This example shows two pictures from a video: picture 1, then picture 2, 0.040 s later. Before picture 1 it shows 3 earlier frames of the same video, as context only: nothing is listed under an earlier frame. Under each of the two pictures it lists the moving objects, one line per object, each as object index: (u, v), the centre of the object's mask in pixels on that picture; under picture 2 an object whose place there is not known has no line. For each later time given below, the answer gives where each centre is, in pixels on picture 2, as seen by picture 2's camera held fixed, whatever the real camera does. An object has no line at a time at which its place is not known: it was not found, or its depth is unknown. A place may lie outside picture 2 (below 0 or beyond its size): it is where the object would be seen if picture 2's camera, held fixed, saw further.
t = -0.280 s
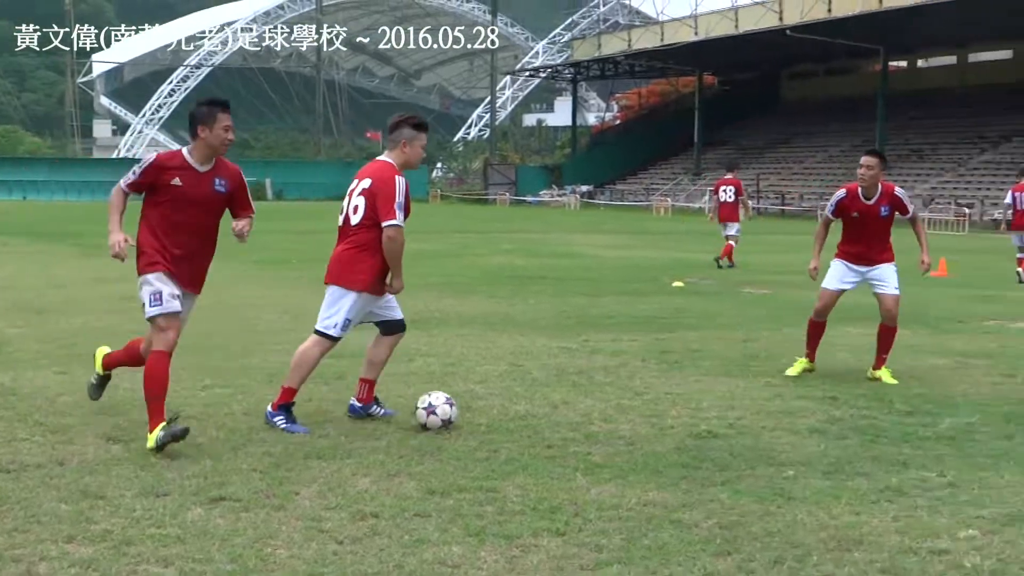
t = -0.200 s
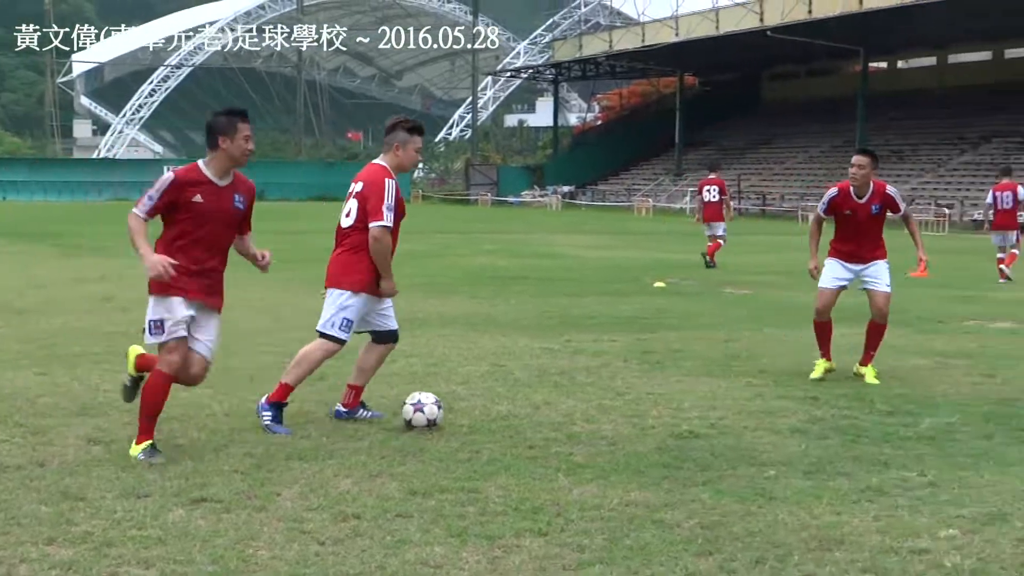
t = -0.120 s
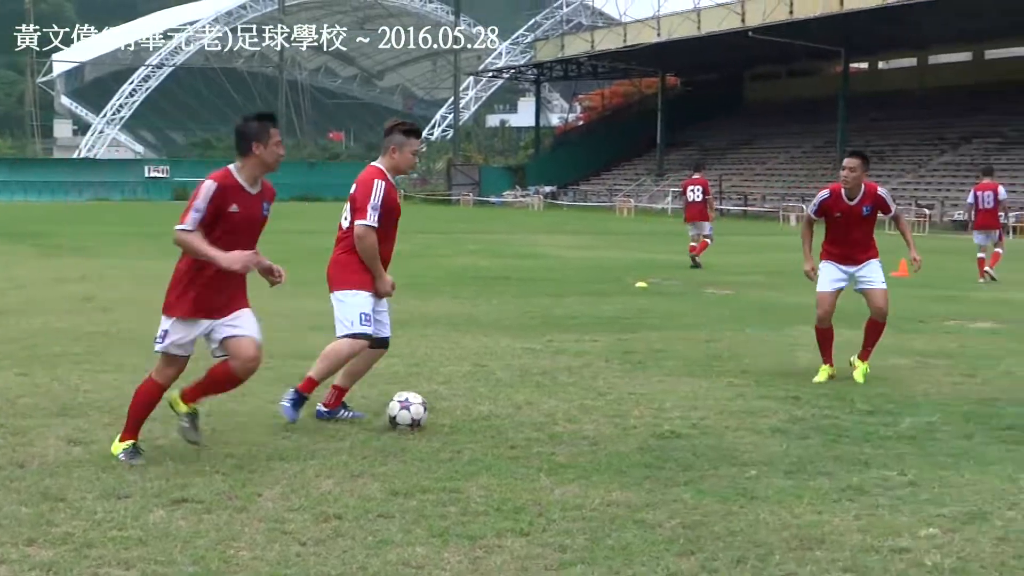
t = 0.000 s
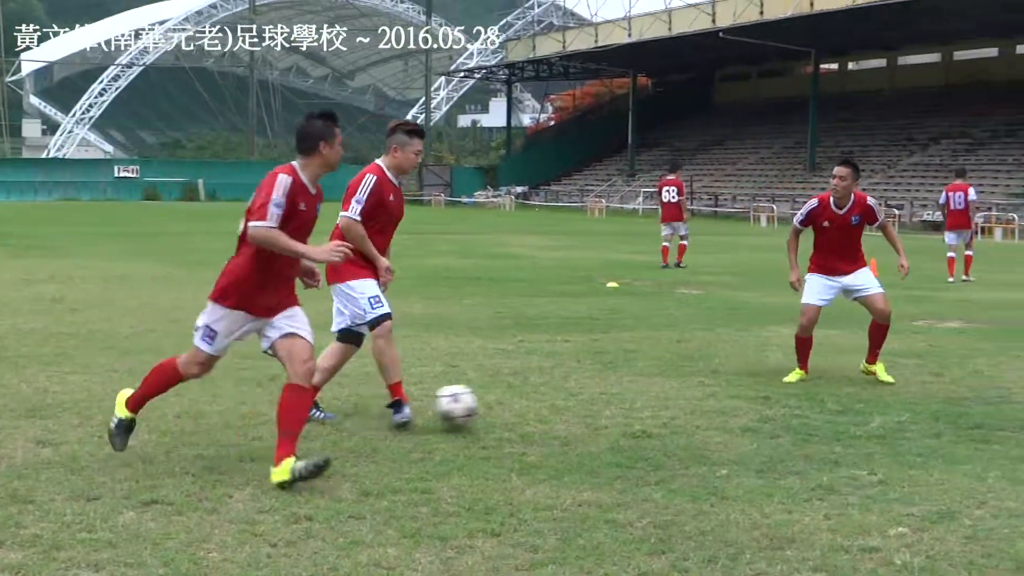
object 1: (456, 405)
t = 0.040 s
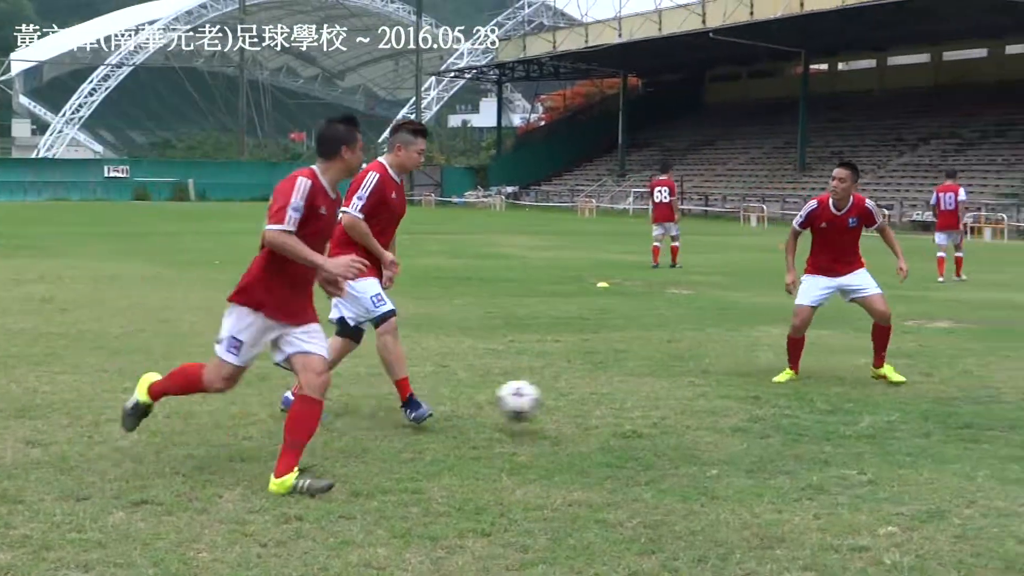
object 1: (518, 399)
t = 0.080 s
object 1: (589, 399)
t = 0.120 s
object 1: (661, 401)
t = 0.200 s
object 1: (800, 412)
